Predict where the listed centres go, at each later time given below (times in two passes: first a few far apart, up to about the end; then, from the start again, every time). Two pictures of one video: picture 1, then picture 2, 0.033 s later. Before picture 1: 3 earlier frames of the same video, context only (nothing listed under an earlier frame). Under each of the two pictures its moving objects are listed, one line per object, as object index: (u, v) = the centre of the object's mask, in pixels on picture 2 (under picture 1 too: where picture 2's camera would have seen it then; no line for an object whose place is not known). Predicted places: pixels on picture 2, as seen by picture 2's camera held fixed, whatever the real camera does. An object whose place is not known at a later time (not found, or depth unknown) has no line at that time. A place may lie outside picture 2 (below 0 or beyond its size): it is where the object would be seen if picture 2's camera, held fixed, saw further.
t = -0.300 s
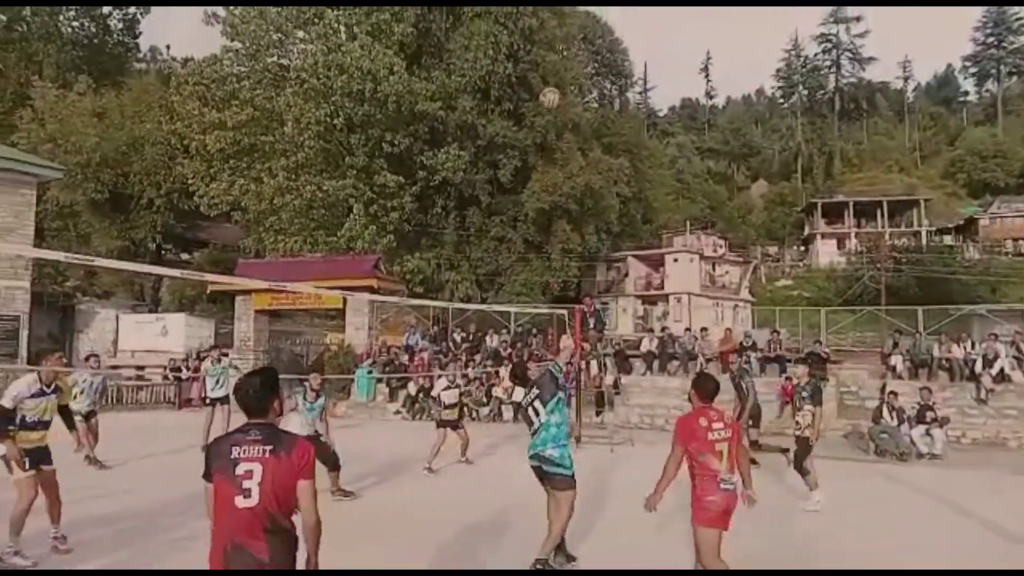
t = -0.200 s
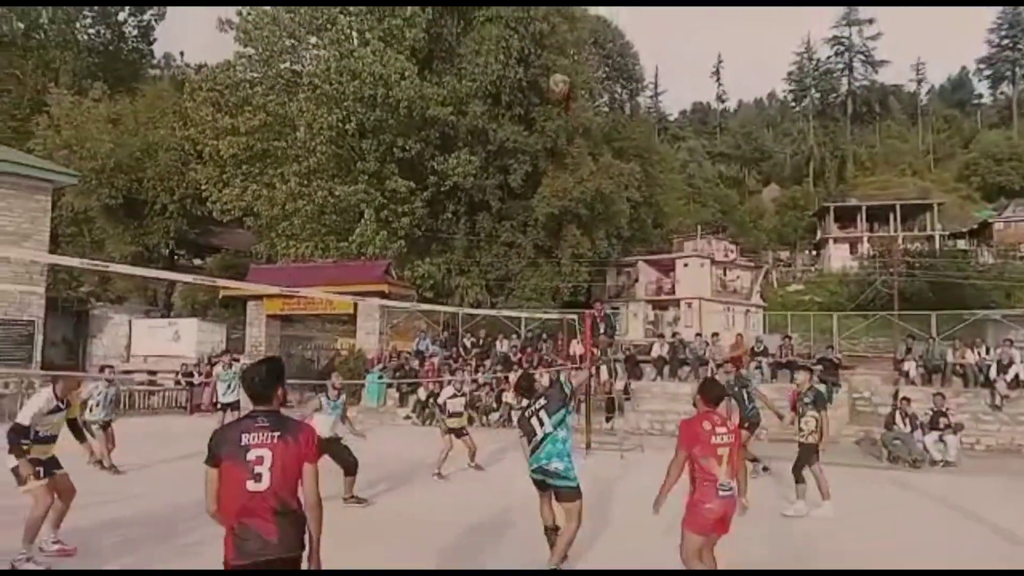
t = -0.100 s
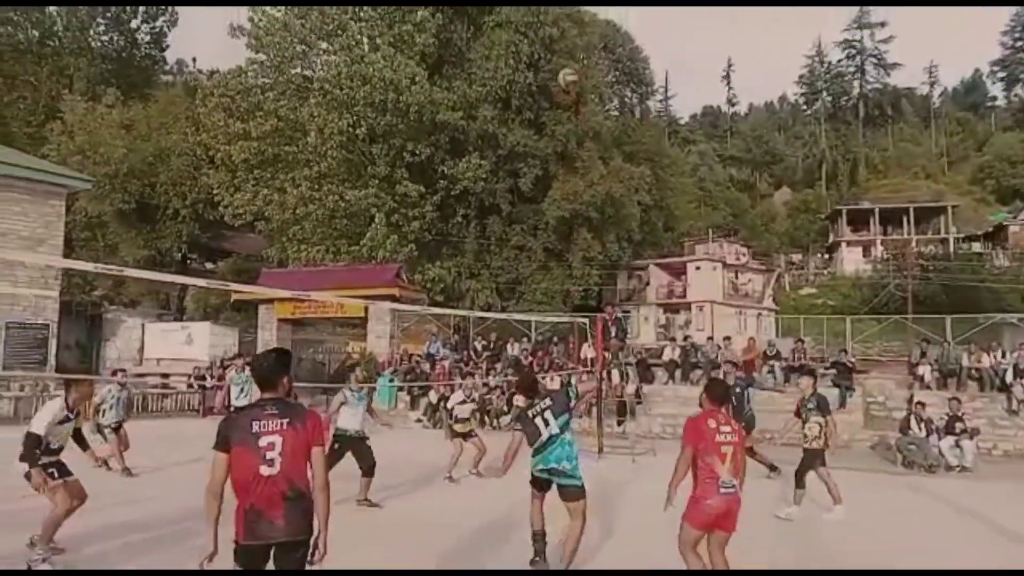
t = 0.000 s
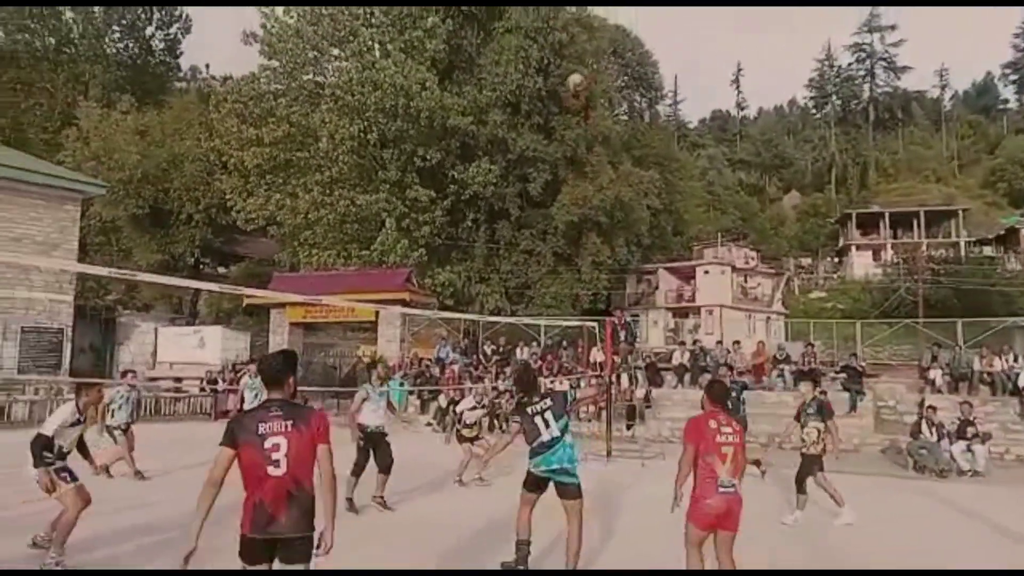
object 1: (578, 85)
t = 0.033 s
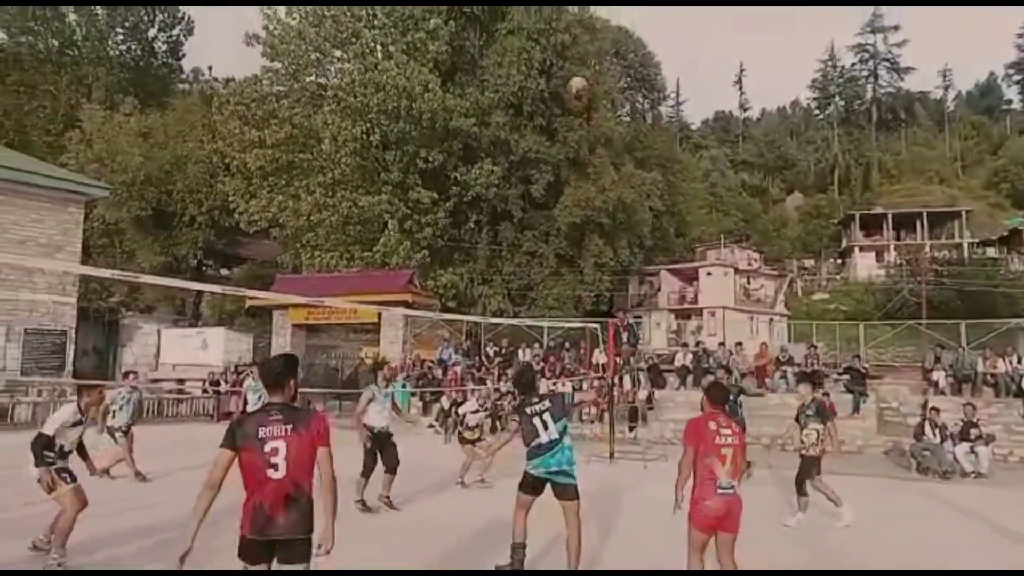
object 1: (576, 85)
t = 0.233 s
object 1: (574, 115)
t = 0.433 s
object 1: (570, 176)
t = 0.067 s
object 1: (577, 88)
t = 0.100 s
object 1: (576, 93)
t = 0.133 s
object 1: (576, 97)
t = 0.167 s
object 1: (576, 103)
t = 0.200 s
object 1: (574, 108)
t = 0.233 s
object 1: (574, 115)
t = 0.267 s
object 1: (573, 123)
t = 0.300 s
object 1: (573, 132)
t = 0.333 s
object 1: (572, 142)
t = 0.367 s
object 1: (572, 152)
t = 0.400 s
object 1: (571, 163)
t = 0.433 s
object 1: (570, 176)
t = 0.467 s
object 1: (569, 187)
